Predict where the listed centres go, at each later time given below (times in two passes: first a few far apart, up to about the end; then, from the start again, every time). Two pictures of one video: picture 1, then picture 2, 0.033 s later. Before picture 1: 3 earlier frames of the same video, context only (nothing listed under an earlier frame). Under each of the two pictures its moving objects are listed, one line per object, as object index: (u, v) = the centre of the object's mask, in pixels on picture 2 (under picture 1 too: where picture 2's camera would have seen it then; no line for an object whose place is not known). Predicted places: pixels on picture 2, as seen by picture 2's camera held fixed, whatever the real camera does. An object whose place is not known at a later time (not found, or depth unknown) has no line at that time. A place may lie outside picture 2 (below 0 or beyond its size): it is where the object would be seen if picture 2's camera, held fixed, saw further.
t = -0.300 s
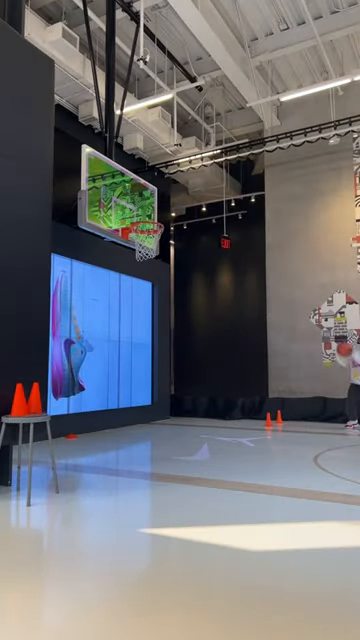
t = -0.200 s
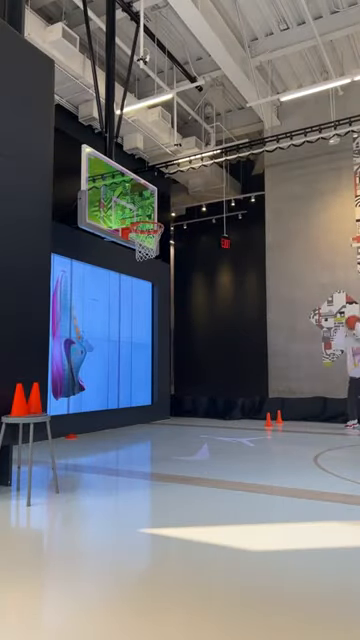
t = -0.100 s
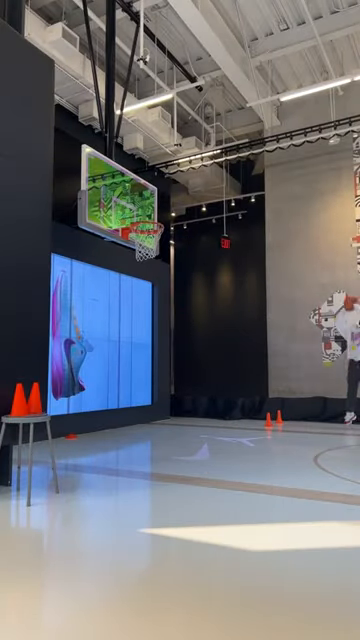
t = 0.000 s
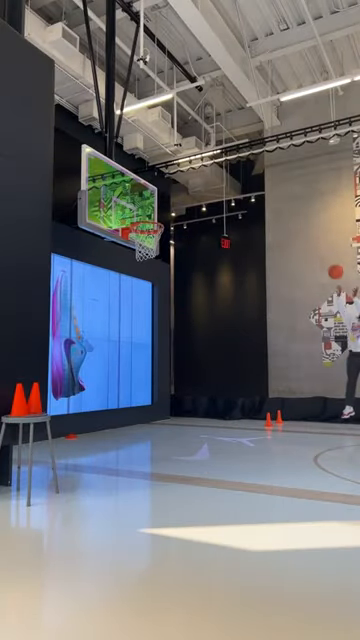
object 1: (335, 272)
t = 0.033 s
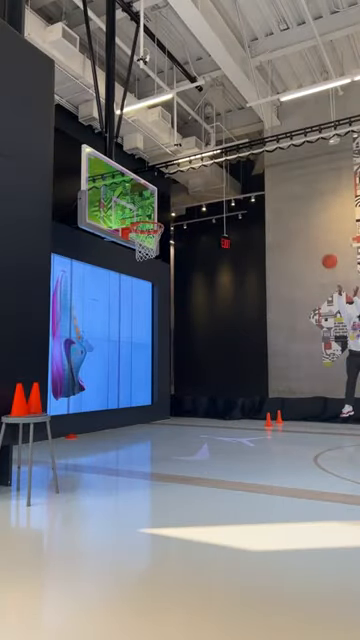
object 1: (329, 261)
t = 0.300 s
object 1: (281, 199)
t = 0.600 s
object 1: (226, 179)
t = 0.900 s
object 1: (167, 216)
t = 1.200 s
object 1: (168, 192)
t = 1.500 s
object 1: (172, 224)
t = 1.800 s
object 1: (177, 324)
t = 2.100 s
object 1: (181, 402)
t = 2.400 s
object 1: (178, 312)
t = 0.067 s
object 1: (324, 251)
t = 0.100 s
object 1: (317, 242)
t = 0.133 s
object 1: (311, 233)
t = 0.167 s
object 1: (305, 225)
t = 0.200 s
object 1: (299, 217)
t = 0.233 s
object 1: (293, 211)
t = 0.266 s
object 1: (287, 205)
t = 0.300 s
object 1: (281, 199)
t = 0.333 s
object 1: (275, 194)
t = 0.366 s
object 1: (269, 190)
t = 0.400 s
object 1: (263, 187)
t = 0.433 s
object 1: (257, 184)
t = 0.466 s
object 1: (251, 182)
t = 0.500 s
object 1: (245, 180)
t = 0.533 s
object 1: (239, 179)
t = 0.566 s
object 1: (232, 178)
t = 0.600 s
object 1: (226, 179)
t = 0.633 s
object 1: (219, 180)
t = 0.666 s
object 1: (213, 182)
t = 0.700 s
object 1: (207, 183)
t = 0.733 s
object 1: (199, 187)
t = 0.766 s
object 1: (194, 192)
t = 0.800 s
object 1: (187, 197)
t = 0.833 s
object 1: (180, 202)
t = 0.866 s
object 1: (173, 209)
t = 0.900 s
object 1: (167, 216)
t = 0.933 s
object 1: (165, 215)
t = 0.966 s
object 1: (165, 210)
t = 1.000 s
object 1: (166, 206)
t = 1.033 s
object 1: (166, 201)
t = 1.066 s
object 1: (166, 198)
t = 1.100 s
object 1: (167, 195)
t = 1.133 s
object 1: (167, 193)
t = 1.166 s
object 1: (167, 192)
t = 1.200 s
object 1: (168, 192)
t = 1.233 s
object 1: (168, 192)
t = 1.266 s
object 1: (168, 193)
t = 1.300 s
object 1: (169, 195)
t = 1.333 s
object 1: (169, 198)
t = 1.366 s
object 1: (170, 201)
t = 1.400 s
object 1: (170, 205)
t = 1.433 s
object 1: (171, 210)
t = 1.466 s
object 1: (171, 216)
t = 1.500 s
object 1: (172, 224)
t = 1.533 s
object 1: (173, 231)
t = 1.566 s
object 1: (173, 239)
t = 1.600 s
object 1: (174, 248)
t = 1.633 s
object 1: (174, 259)
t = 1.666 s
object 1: (175, 271)
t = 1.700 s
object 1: (175, 282)
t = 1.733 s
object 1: (176, 295)
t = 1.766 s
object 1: (176, 309)
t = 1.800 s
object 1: (177, 324)
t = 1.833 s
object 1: (178, 340)
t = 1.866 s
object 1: (178, 357)
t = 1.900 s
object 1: (179, 375)
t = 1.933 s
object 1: (180, 394)
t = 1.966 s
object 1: (181, 415)
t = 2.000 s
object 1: (181, 436)
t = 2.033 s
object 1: (181, 432)
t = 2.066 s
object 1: (181, 416)
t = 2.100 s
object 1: (181, 402)
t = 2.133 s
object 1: (181, 389)
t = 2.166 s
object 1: (180, 376)
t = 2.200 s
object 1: (180, 365)
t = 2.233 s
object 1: (180, 353)
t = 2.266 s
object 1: (179, 343)
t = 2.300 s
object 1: (179, 334)
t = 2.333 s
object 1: (179, 326)
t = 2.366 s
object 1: (178, 319)
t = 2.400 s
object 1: (178, 312)
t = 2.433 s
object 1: (178, 307)
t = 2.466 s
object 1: (178, 302)
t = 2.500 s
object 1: (177, 299)
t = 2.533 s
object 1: (177, 296)
